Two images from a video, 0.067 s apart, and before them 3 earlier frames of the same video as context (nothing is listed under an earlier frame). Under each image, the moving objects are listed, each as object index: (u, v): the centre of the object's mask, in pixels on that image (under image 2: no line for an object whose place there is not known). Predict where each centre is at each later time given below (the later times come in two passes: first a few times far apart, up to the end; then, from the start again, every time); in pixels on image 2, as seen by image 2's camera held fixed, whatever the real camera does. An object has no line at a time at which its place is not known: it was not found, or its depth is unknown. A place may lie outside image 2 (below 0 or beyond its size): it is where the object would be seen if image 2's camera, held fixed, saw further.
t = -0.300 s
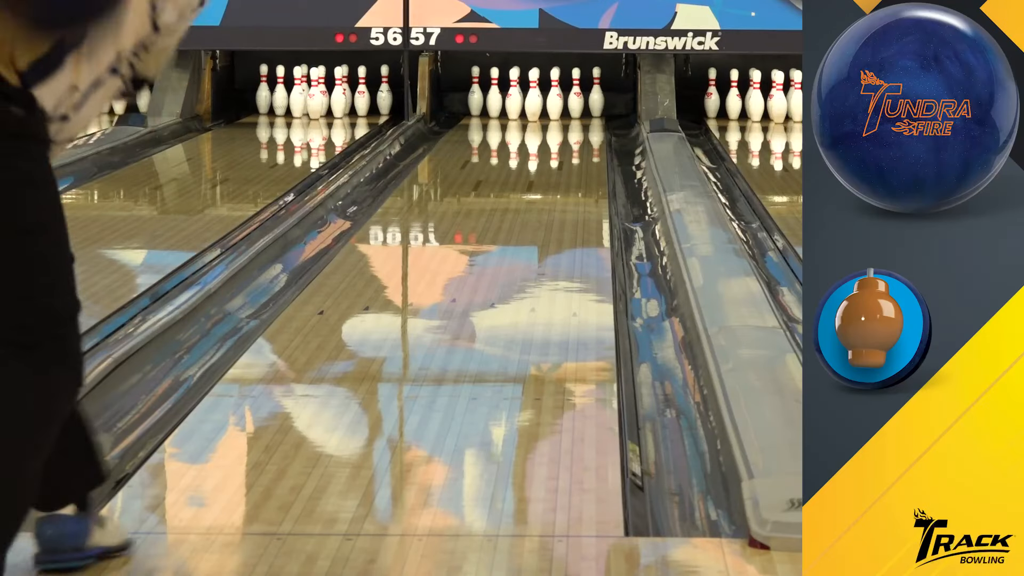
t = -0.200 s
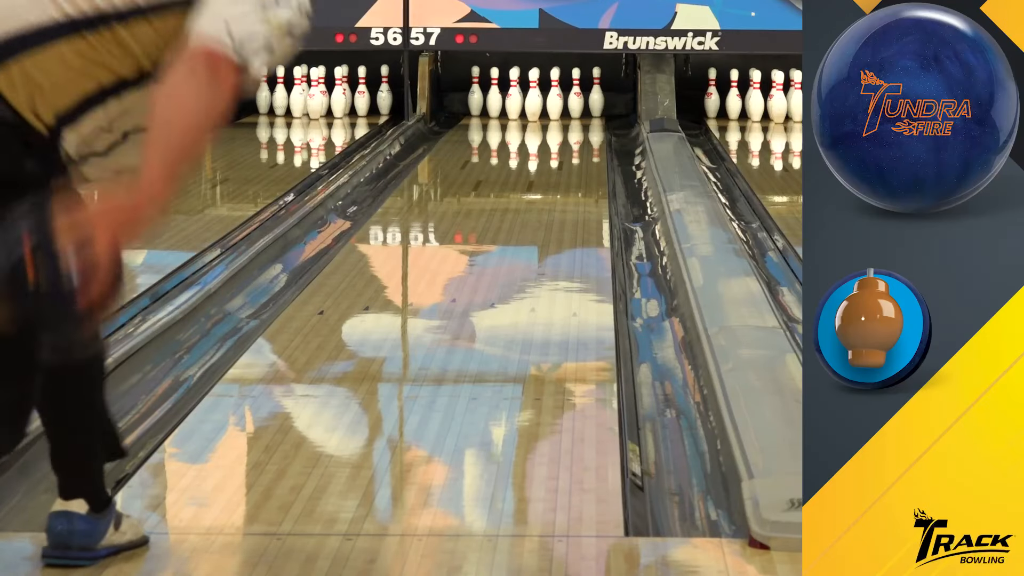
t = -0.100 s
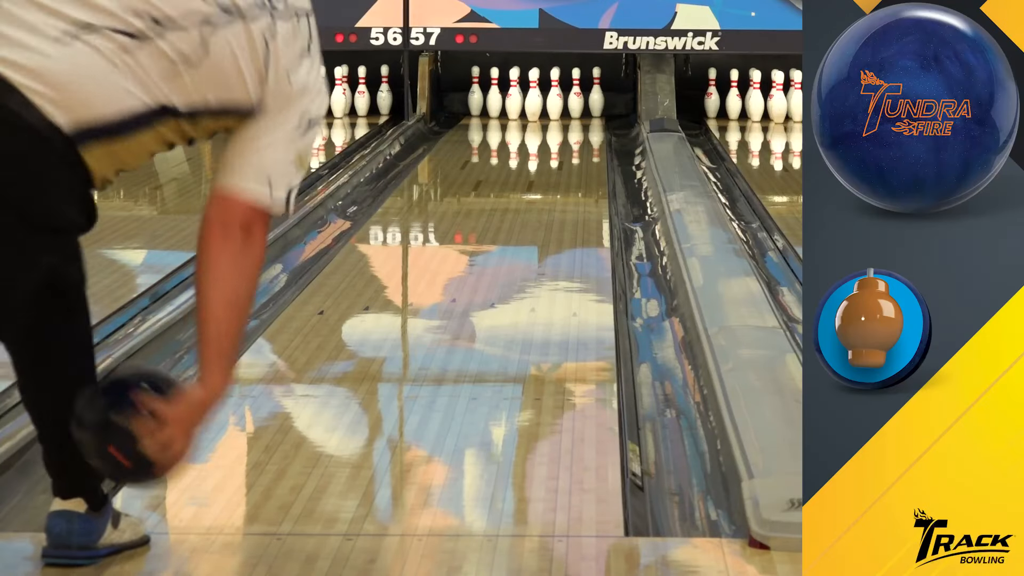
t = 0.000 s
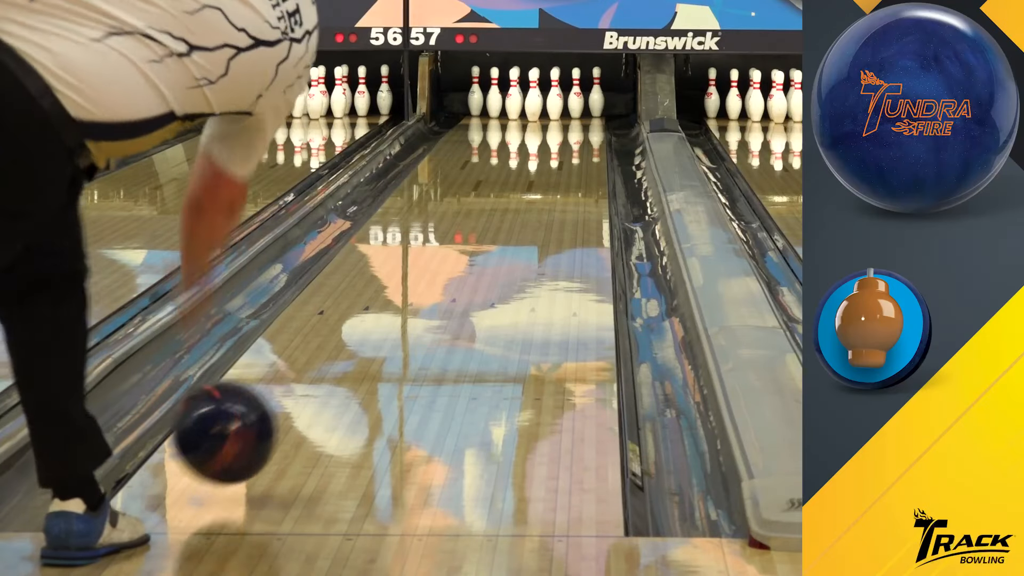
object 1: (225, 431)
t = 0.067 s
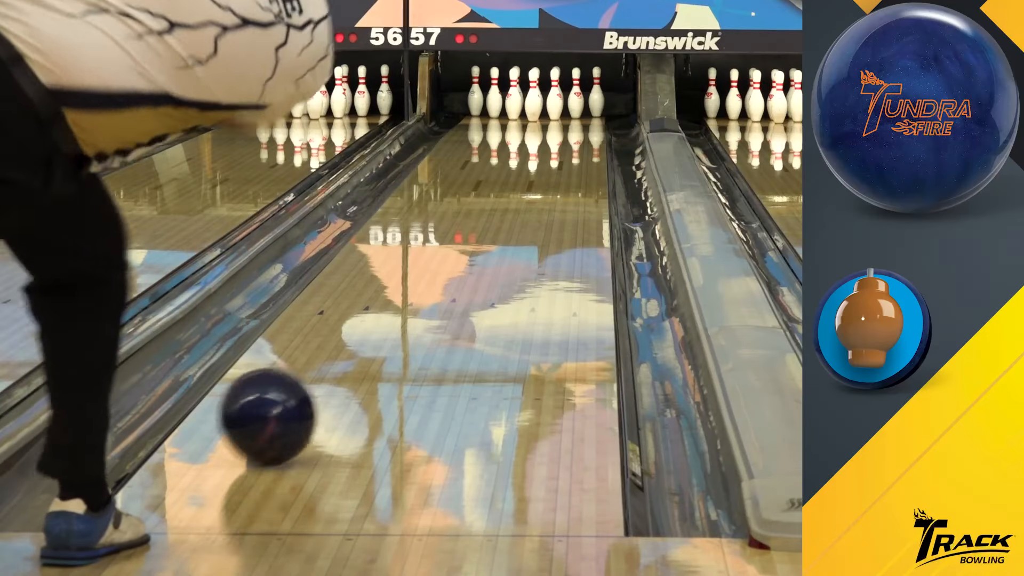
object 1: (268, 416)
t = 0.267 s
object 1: (366, 335)
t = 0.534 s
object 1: (450, 265)
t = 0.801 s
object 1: (504, 219)
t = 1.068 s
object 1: (541, 185)
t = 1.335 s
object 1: (567, 158)
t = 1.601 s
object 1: (582, 138)
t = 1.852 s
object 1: (580, 124)
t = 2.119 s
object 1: (560, 112)
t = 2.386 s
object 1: (548, 104)
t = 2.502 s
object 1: (551, 101)
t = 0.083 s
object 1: (278, 407)
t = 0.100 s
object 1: (288, 400)
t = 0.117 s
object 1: (296, 392)
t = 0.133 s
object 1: (305, 386)
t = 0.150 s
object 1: (314, 378)
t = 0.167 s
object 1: (322, 371)
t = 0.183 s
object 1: (330, 365)
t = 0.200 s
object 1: (337, 359)
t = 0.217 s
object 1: (345, 352)
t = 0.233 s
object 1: (352, 347)
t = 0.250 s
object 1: (359, 340)
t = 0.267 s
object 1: (366, 335)
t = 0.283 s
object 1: (372, 329)
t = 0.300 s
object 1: (379, 324)
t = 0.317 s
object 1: (385, 319)
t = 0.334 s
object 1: (390, 314)
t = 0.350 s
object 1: (396, 309)
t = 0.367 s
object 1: (401, 305)
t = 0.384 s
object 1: (407, 300)
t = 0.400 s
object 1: (412, 296)
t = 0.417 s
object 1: (418, 292)
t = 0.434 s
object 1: (423, 288)
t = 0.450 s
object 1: (427, 284)
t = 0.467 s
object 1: (432, 280)
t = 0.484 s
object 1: (436, 276)
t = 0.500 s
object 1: (441, 272)
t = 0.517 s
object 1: (445, 269)
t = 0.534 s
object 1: (450, 265)
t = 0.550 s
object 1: (454, 262)
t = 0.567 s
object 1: (458, 259)
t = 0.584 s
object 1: (461, 256)
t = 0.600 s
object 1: (465, 252)
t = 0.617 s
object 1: (469, 249)
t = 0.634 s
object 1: (472, 246)
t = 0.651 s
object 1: (476, 244)
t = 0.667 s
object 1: (480, 241)
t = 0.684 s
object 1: (483, 238)
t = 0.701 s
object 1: (486, 235)
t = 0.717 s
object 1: (489, 232)
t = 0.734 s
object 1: (492, 229)
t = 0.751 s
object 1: (495, 226)
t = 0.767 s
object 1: (498, 224)
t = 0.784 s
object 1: (501, 221)
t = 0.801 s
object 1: (504, 219)
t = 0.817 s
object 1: (507, 217)
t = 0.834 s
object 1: (509, 214)
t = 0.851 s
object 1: (512, 212)
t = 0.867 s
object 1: (514, 210)
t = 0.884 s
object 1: (517, 208)
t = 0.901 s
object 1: (520, 206)
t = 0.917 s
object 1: (522, 203)
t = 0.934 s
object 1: (524, 201)
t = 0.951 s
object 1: (527, 199)
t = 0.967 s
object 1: (529, 197)
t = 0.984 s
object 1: (531, 195)
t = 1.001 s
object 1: (533, 193)
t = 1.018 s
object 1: (535, 191)
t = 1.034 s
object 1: (537, 189)
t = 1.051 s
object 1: (539, 187)
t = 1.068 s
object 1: (541, 185)
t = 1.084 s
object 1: (543, 183)
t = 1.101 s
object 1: (545, 181)
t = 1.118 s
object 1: (547, 179)
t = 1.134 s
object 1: (549, 178)
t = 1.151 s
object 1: (550, 176)
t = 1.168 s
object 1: (552, 174)
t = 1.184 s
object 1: (554, 173)
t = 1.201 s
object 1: (555, 171)
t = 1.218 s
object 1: (557, 169)
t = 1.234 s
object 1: (558, 168)
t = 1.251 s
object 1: (560, 166)
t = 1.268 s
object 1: (562, 164)
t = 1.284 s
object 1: (563, 163)
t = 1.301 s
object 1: (565, 161)
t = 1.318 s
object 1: (566, 160)
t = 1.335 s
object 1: (567, 158)
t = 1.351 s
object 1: (568, 157)
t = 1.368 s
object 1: (569, 156)
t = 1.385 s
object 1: (571, 154)
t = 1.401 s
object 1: (572, 153)
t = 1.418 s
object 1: (574, 152)
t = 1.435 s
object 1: (574, 151)
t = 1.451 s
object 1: (575, 149)
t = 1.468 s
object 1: (576, 148)
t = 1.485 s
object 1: (577, 147)
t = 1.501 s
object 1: (578, 145)
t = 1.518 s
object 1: (579, 144)
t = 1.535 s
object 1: (580, 143)
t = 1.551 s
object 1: (580, 142)
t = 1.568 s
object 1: (581, 140)
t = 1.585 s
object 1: (581, 139)
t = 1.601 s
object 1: (582, 138)
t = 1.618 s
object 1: (582, 137)
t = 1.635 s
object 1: (582, 136)
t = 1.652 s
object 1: (583, 135)
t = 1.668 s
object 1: (583, 134)
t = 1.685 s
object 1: (583, 133)
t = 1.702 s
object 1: (583, 132)
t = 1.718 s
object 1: (583, 131)
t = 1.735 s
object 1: (582, 130)
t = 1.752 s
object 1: (582, 129)
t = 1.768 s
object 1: (582, 128)
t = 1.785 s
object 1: (581, 127)
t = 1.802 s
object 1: (581, 126)
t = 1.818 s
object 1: (581, 126)
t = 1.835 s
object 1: (580, 125)
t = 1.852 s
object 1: (580, 124)
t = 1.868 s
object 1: (579, 123)
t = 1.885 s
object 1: (578, 122)
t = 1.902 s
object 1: (577, 121)
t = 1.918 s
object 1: (577, 120)
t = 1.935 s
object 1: (576, 120)
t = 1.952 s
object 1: (575, 119)
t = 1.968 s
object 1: (573, 118)
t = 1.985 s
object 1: (572, 118)
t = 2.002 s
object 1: (571, 117)
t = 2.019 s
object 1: (569, 116)
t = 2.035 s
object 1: (568, 116)
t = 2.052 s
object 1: (567, 115)
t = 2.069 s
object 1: (565, 114)
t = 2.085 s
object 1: (563, 114)
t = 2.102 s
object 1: (562, 113)
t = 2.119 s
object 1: (560, 112)
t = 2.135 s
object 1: (558, 112)
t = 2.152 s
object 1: (556, 111)
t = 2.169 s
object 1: (554, 110)
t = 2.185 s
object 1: (552, 109)
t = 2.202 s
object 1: (550, 108)
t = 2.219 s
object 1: (548, 108)
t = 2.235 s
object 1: (548, 108)
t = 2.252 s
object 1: (548, 107)
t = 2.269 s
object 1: (549, 107)
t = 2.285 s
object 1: (548, 106)
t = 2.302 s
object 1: (547, 106)
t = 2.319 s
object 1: (547, 106)
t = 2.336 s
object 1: (546, 105)
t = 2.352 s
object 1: (546, 105)
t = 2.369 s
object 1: (547, 104)
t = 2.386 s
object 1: (548, 104)
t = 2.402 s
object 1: (548, 104)
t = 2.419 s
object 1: (549, 104)
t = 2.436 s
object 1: (550, 103)
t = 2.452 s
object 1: (550, 103)
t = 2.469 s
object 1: (550, 102)
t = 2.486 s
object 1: (551, 102)
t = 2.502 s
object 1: (551, 101)
